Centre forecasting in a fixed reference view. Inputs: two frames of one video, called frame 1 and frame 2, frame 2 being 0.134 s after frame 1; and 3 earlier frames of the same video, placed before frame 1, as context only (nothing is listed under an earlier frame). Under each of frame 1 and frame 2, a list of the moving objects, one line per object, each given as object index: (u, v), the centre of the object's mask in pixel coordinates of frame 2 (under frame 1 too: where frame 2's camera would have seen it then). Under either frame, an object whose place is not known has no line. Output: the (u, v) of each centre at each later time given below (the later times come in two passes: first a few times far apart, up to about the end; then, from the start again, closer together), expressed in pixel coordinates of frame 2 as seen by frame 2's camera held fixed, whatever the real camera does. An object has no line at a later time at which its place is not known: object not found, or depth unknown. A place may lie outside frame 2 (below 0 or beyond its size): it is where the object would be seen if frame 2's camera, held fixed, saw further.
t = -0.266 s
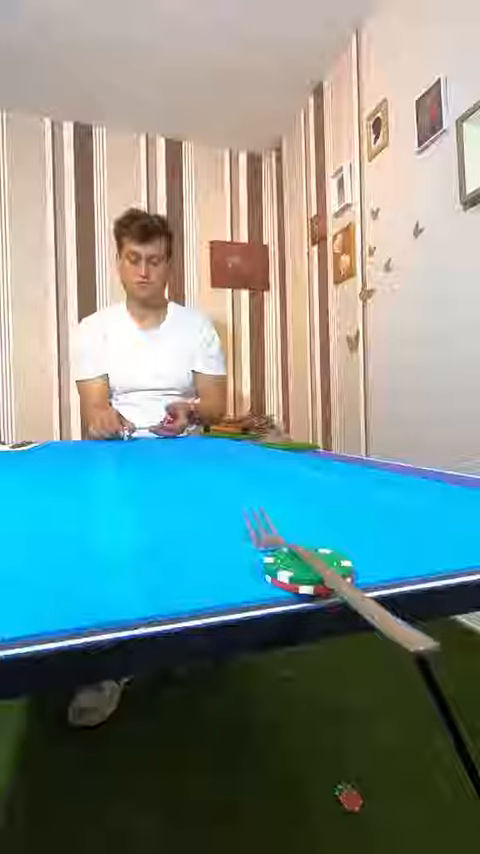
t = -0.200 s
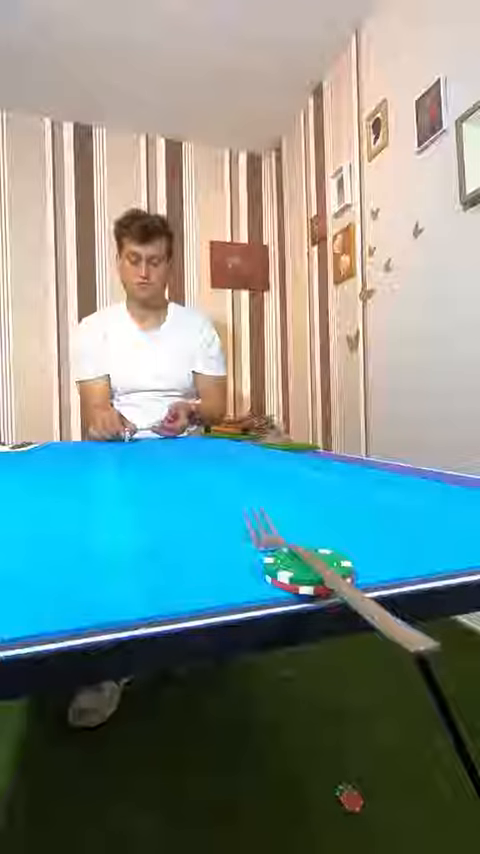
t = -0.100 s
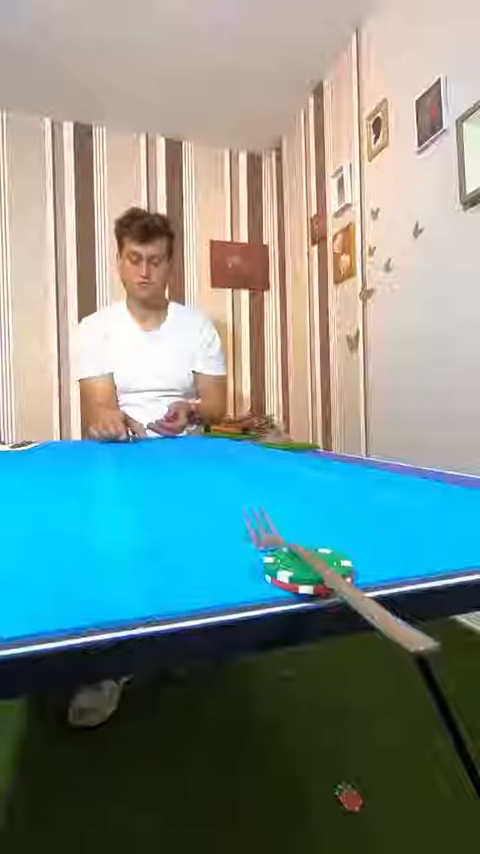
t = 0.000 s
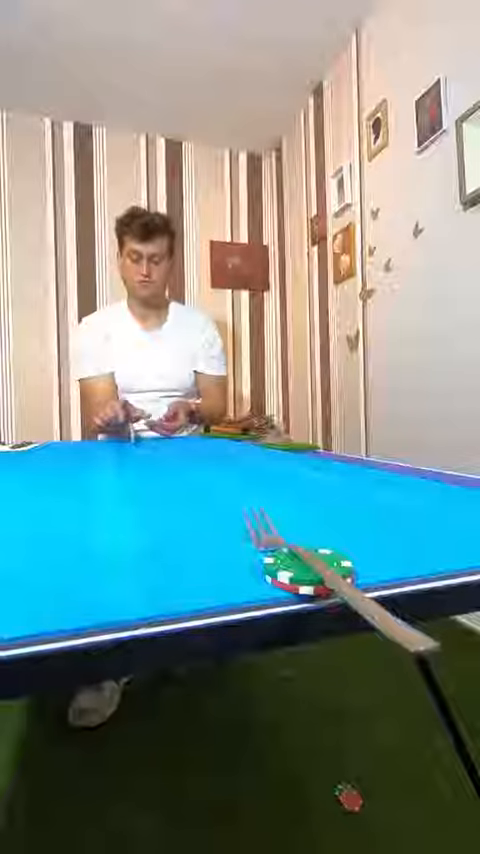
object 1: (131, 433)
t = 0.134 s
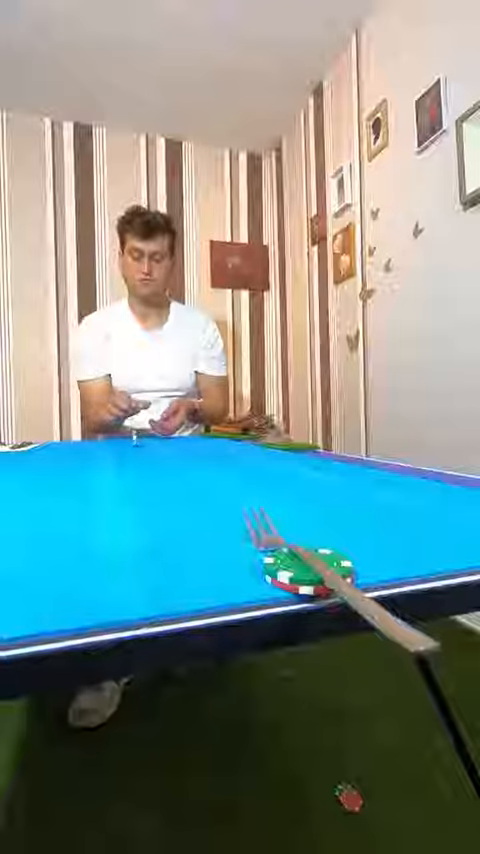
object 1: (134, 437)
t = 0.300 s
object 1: (136, 439)
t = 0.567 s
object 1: (139, 443)
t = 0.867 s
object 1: (146, 450)
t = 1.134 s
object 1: (157, 457)
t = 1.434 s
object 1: (180, 471)
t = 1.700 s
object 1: (220, 491)
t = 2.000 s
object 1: (242, 499)
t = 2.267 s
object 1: (242, 498)
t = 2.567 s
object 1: (242, 498)
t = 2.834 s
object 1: (242, 497)
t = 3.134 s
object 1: (242, 497)
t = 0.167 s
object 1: (135, 436)
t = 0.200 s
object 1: (136, 438)
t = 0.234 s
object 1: (136, 438)
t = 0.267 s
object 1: (136, 438)
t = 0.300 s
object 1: (136, 439)
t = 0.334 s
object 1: (136, 440)
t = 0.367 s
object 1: (136, 440)
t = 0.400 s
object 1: (136, 441)
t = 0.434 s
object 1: (137, 440)
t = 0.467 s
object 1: (138, 441)
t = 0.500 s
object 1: (138, 441)
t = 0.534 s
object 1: (139, 443)
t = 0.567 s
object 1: (139, 443)
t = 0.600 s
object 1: (140, 443)
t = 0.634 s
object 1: (140, 443)
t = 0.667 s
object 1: (140, 446)
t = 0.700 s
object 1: (142, 446)
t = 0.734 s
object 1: (142, 448)
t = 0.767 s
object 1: (142, 448)
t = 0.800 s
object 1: (144, 449)
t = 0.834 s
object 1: (145, 449)
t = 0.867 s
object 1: (146, 450)
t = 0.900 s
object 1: (147, 451)
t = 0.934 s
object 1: (148, 453)
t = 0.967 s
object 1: (149, 453)
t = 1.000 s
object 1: (151, 455)
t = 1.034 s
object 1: (153, 455)
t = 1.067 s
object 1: (155, 456)
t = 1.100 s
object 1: (156, 456)
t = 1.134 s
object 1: (157, 457)
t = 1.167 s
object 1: (159, 459)
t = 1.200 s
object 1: (161, 461)
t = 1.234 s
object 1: (164, 463)
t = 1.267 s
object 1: (166, 463)
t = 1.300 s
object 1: (169, 464)
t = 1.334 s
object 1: (172, 468)
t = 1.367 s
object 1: (173, 467)
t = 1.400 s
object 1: (177, 469)
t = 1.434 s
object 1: (180, 471)
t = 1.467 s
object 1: (183, 473)
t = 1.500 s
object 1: (187, 474)
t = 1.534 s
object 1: (192, 477)
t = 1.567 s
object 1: (198, 480)
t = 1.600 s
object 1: (201, 481)
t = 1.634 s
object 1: (207, 484)
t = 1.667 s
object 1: (214, 488)
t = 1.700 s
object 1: (220, 491)
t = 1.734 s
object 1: (226, 493)
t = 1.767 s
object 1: (235, 496)
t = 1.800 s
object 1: (240, 497)
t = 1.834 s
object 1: (243, 497)
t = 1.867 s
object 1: (243, 497)
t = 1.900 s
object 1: (243, 498)
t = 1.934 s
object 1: (243, 498)
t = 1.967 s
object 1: (242, 499)
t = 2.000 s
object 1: (242, 499)
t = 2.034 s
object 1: (242, 499)
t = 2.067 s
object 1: (242, 499)
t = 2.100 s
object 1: (242, 499)
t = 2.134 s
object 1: (242, 499)
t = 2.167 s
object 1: (242, 499)
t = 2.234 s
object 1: (242, 497)
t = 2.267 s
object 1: (242, 498)
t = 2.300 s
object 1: (242, 498)
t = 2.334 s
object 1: (242, 498)
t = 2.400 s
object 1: (242, 498)
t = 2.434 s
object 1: (242, 498)
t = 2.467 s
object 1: (242, 498)
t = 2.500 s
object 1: (242, 498)
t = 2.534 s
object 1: (242, 498)
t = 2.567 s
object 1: (242, 498)
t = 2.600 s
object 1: (242, 498)
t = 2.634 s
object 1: (242, 498)
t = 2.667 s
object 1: (242, 498)
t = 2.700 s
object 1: (242, 497)
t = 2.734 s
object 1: (242, 498)
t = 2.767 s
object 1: (242, 497)
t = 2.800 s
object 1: (242, 497)
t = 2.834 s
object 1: (242, 497)
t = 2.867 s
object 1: (242, 497)
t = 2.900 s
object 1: (242, 497)
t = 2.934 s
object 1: (242, 497)
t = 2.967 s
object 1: (242, 498)
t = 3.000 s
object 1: (242, 497)
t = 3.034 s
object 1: (242, 497)
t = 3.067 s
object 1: (242, 497)
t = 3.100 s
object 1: (242, 498)
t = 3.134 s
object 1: (242, 497)
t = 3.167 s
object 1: (242, 498)
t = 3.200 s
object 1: (242, 499)
